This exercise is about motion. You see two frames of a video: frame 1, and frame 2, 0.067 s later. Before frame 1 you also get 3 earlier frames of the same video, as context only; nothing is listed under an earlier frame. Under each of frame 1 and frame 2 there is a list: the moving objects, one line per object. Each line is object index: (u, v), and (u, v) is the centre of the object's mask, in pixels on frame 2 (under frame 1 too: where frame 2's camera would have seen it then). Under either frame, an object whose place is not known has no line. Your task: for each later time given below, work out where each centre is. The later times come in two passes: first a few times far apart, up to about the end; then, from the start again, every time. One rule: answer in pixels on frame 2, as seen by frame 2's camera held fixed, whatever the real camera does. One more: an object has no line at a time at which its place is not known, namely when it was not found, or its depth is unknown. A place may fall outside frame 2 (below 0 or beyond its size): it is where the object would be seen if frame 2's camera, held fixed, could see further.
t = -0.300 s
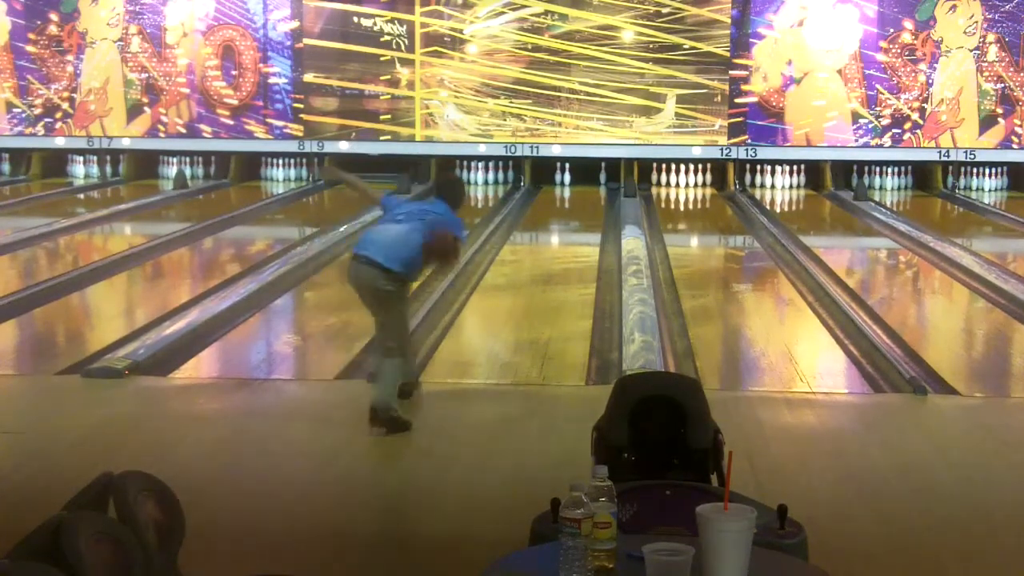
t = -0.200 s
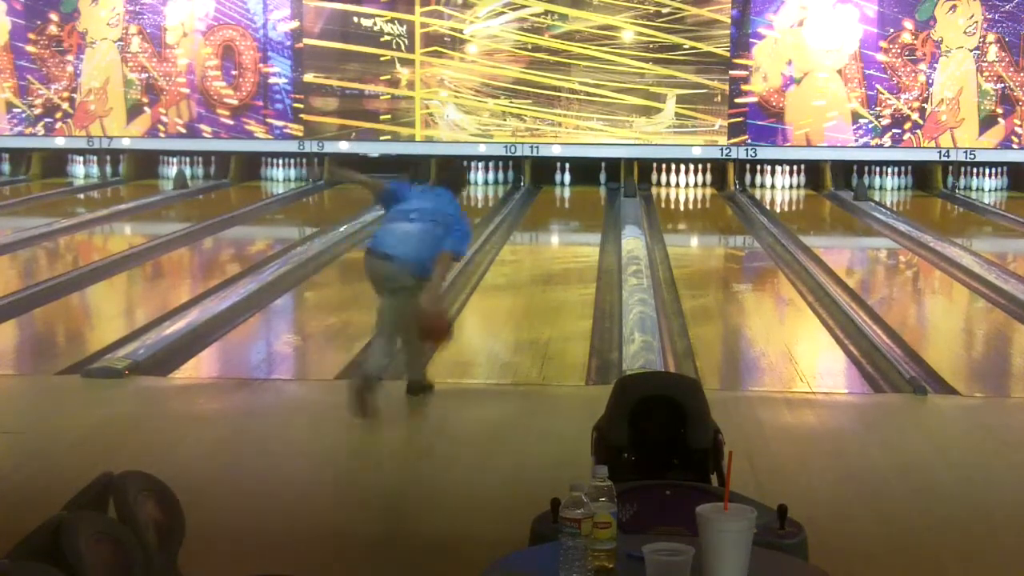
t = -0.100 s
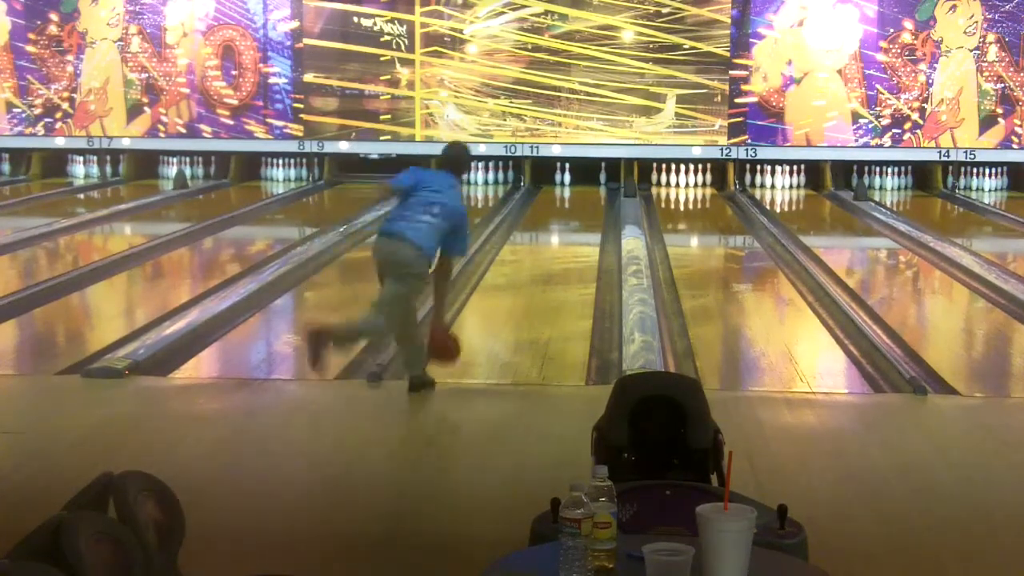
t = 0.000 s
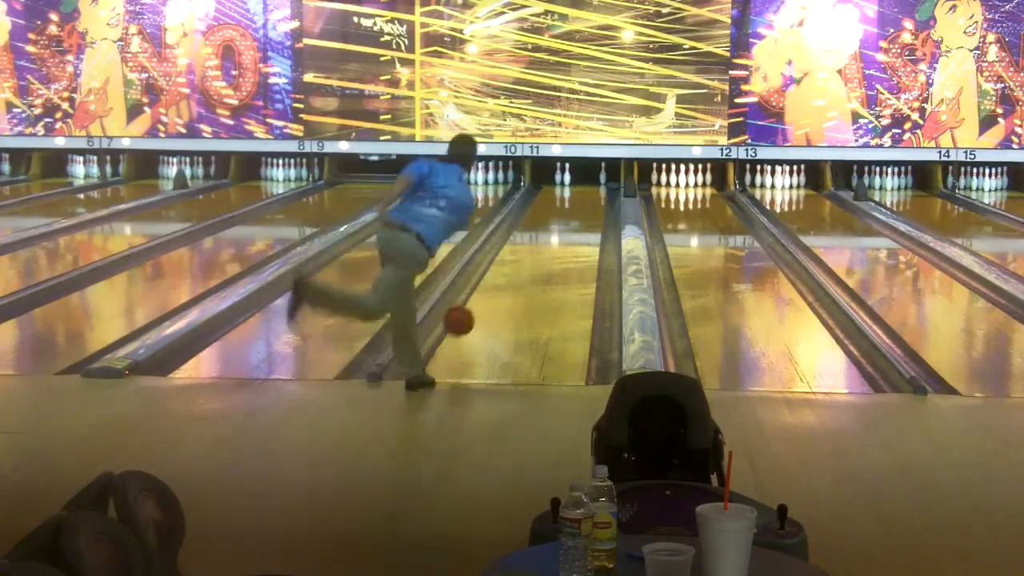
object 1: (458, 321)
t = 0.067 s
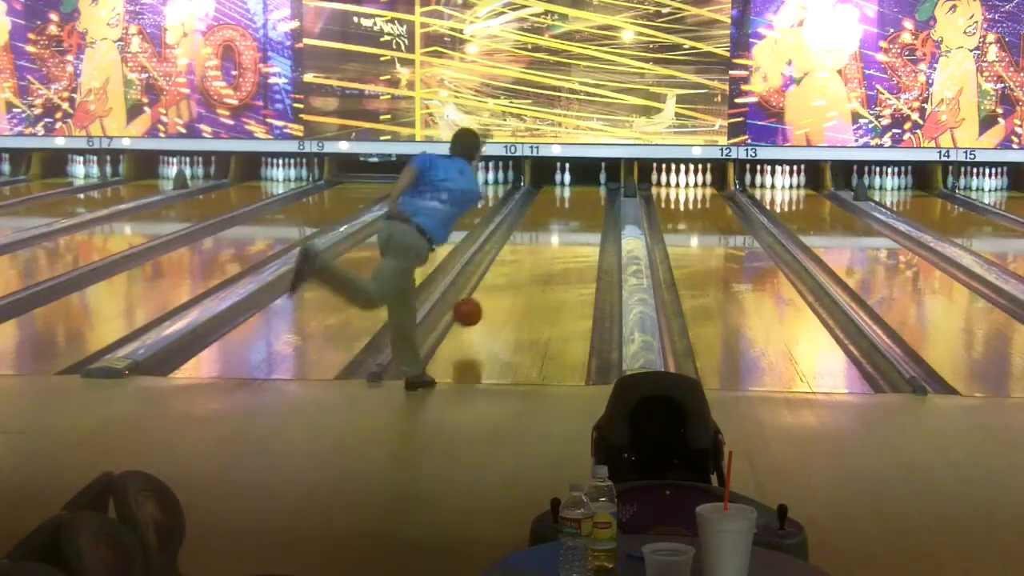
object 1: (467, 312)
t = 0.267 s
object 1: (488, 288)
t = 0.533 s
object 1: (509, 253)
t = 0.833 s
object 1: (525, 226)
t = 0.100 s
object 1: (472, 310)
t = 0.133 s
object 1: (475, 310)
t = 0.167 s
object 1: (479, 305)
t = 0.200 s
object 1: (482, 299)
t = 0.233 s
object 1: (486, 294)
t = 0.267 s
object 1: (488, 288)
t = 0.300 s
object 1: (491, 283)
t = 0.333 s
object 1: (494, 278)
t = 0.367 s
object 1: (497, 273)
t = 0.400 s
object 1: (500, 268)
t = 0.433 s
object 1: (502, 265)
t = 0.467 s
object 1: (505, 261)
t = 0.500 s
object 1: (506, 257)
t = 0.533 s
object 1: (509, 253)
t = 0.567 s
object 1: (511, 248)
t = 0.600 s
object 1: (513, 245)
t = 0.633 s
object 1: (515, 242)
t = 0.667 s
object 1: (517, 239)
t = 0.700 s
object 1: (519, 235)
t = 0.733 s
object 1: (520, 233)
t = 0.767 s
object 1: (522, 231)
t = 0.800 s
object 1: (523, 228)
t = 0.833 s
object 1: (525, 226)
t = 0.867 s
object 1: (527, 224)
